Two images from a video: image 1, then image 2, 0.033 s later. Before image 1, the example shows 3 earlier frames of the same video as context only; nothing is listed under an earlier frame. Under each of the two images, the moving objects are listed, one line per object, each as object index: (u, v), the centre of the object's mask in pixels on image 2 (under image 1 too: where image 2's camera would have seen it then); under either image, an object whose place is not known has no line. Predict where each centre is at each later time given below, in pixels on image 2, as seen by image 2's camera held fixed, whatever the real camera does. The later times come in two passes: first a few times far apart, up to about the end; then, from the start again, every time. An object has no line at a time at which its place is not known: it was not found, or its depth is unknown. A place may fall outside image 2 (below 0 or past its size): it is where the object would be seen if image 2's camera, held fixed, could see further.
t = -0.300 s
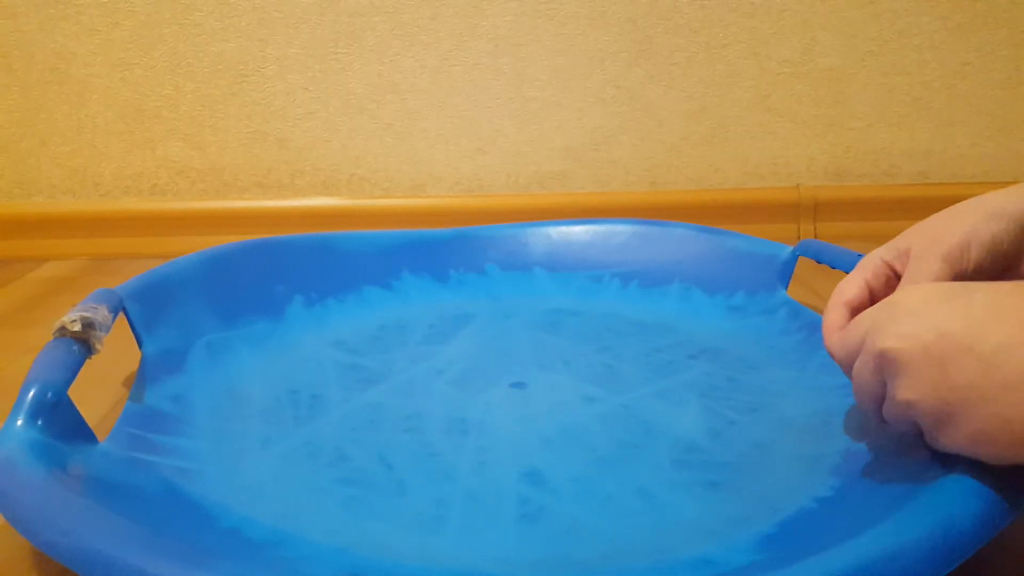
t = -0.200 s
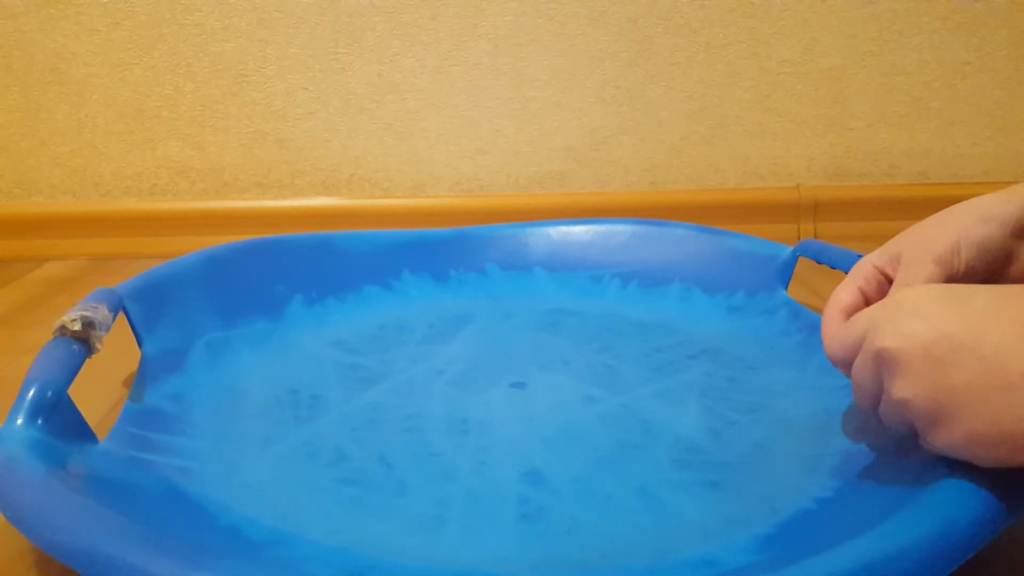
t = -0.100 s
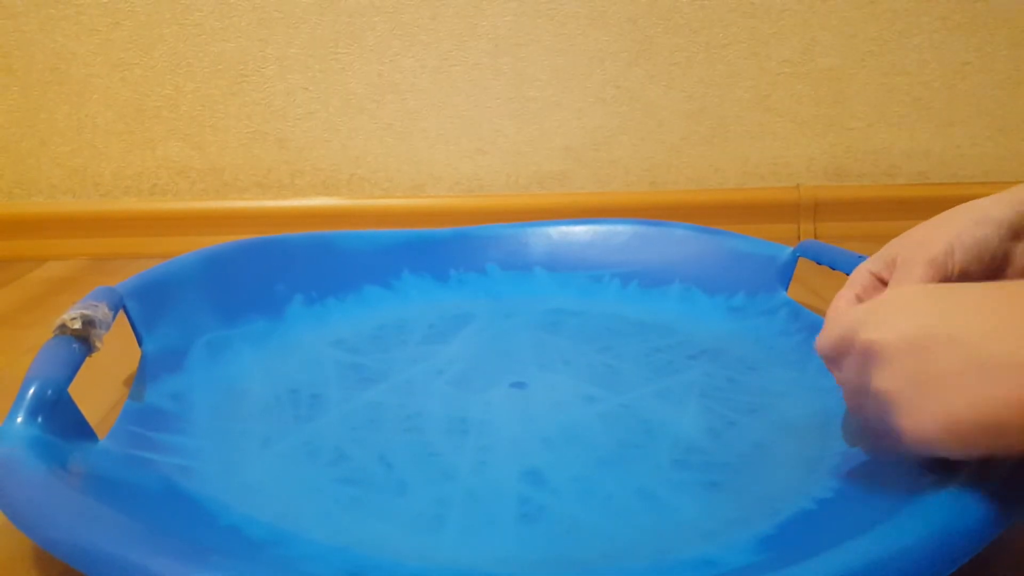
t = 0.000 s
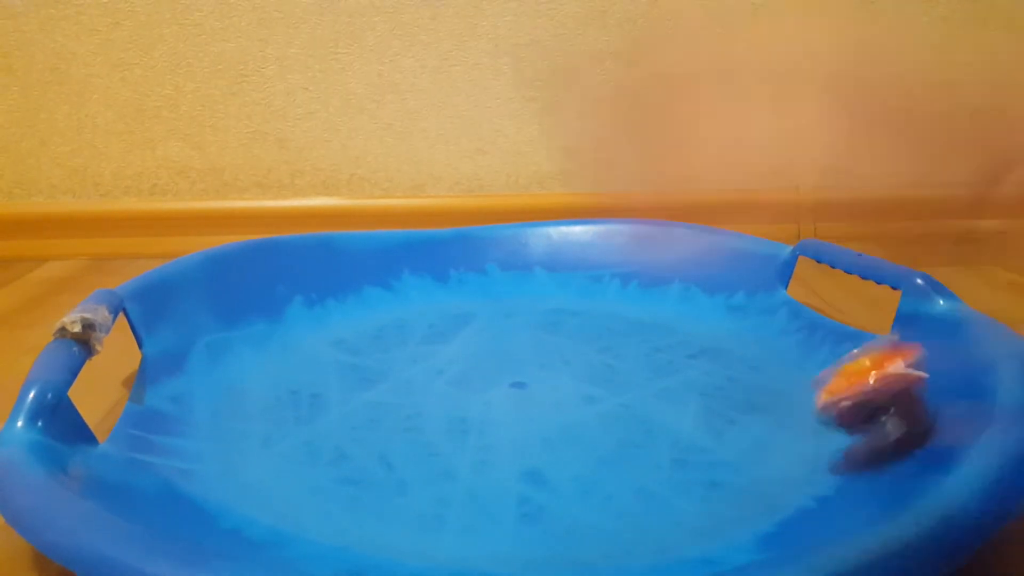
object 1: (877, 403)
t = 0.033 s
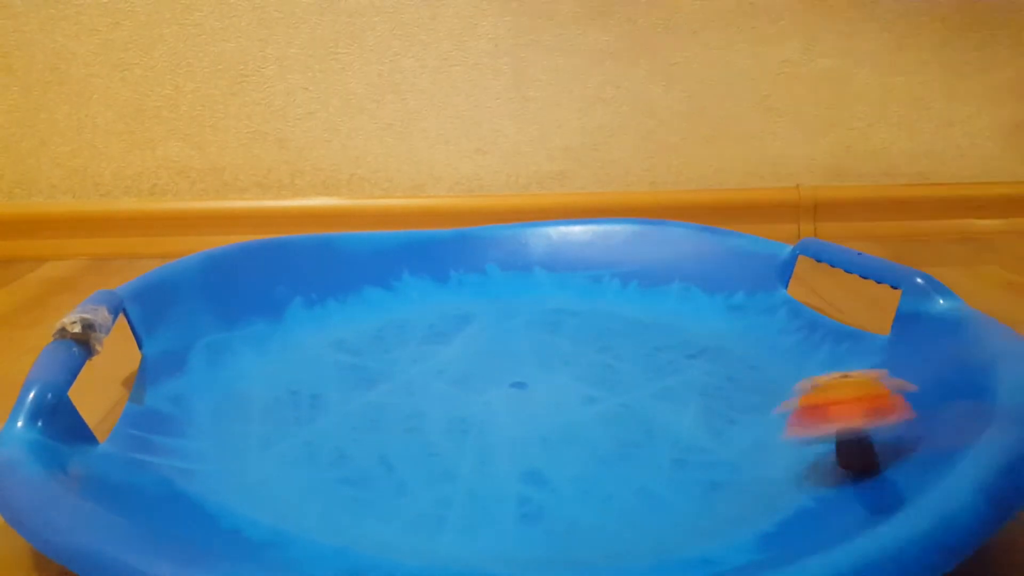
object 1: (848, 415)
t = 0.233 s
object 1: (591, 418)
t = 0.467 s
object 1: (420, 346)
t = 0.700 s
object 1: (396, 280)
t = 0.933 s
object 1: (446, 261)
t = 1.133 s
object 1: (551, 291)
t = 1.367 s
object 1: (651, 346)
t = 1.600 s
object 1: (649, 444)
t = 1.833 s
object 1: (487, 510)
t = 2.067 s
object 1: (363, 443)
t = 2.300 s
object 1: (376, 353)
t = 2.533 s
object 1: (470, 298)
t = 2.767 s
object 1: (593, 277)
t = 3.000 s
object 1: (666, 289)
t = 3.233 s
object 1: (666, 335)
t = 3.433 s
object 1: (568, 374)
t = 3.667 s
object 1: (400, 377)
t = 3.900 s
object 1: (300, 337)
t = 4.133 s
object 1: (324, 300)
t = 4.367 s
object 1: (446, 297)
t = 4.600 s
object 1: (559, 314)
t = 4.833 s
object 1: (619, 359)
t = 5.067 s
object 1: (573, 417)
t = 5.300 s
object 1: (422, 449)
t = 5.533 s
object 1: (294, 416)
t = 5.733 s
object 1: (284, 370)
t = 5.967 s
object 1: (365, 330)
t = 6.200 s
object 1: (477, 320)
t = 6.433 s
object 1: (574, 339)
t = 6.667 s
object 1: (616, 382)
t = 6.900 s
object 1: (562, 428)
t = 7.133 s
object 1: (439, 436)
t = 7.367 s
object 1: (369, 397)
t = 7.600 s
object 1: (403, 354)
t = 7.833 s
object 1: (488, 333)
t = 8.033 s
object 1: (565, 338)
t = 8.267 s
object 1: (622, 365)
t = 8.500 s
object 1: (599, 399)
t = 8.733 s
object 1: (517, 402)
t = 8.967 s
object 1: (472, 371)
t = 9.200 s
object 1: (499, 341)
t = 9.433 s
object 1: (566, 330)
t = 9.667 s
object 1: (629, 341)
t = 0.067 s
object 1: (808, 417)
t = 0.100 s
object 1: (764, 424)
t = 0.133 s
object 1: (717, 423)
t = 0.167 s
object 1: (676, 436)
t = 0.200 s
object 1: (630, 426)
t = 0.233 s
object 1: (591, 418)
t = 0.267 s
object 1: (555, 409)
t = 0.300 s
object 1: (523, 399)
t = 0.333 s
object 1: (495, 389)
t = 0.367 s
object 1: (472, 378)
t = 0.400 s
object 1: (451, 367)
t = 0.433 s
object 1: (434, 356)
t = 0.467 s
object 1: (420, 346)
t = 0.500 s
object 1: (409, 335)
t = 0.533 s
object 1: (401, 325)
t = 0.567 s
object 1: (395, 315)
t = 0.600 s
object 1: (393, 306)
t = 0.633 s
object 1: (392, 297)
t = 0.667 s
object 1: (393, 289)
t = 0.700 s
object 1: (396, 280)
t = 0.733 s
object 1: (399, 271)
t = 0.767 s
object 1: (403, 263)
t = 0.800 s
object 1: (408, 257)
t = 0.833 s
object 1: (415, 255)
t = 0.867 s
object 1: (423, 255)
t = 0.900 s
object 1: (433, 258)
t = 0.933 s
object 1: (446, 261)
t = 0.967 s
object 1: (460, 266)
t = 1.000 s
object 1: (476, 271)
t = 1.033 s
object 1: (493, 276)
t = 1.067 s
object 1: (513, 281)
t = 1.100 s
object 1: (532, 286)
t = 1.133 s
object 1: (551, 291)
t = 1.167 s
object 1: (568, 296)
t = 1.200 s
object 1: (586, 303)
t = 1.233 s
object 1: (601, 310)
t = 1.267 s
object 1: (616, 318)
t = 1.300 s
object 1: (629, 326)
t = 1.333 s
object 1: (641, 336)
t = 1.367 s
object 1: (651, 346)
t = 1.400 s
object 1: (659, 358)
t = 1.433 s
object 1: (665, 369)
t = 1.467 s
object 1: (669, 382)
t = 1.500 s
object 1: (669, 397)
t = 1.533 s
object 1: (666, 412)
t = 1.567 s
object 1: (659, 426)
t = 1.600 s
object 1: (649, 444)
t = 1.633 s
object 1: (633, 462)
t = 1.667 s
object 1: (615, 474)
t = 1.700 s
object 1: (593, 488)
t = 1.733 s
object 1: (566, 506)
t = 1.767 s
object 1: (541, 507)
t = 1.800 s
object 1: (513, 509)
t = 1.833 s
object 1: (487, 510)
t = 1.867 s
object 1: (463, 508)
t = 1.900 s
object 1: (441, 505)
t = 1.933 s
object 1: (421, 499)
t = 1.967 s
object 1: (404, 490)
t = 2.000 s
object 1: (389, 476)
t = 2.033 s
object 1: (375, 459)
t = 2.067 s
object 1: (363, 443)
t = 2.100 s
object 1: (355, 428)
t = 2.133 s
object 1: (353, 413)
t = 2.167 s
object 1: (352, 399)
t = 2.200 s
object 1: (354, 385)
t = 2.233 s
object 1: (360, 375)
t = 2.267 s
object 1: (367, 364)
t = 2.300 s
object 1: (376, 353)
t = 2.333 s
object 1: (386, 344)
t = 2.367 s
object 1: (398, 335)
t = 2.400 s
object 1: (411, 326)
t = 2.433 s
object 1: (424, 319)
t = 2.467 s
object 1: (439, 310)
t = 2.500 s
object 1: (455, 304)
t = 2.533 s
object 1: (470, 298)
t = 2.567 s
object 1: (486, 294)
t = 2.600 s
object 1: (504, 290)
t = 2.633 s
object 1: (521, 286)
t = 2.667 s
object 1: (540, 283)
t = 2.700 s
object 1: (557, 281)
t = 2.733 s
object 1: (577, 279)
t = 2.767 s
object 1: (593, 277)
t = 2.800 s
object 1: (610, 275)
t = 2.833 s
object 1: (622, 274)
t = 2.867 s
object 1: (634, 273)
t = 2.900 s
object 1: (644, 274)
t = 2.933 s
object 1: (652, 276)
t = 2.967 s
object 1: (660, 284)
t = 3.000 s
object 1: (666, 289)
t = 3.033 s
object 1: (673, 293)
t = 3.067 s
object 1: (677, 300)
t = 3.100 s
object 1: (681, 306)
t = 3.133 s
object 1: (681, 313)
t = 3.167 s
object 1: (678, 321)
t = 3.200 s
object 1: (674, 328)
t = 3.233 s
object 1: (666, 335)
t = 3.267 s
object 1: (657, 342)
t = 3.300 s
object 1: (643, 351)
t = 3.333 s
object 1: (628, 356)
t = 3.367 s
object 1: (611, 362)
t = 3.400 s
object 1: (589, 370)
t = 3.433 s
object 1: (568, 374)
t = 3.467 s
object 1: (544, 377)
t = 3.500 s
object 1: (522, 379)
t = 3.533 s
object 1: (496, 381)
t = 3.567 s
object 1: (473, 381)
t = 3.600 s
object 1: (447, 381)
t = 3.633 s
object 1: (421, 378)
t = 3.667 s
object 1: (400, 377)
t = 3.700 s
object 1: (378, 373)
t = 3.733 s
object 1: (359, 369)
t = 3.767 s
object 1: (342, 363)
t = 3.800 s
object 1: (327, 357)
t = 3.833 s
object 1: (315, 351)
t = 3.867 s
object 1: (306, 344)
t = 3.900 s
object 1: (300, 337)
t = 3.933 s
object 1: (296, 330)
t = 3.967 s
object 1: (294, 323)
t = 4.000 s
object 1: (295, 317)
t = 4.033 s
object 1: (299, 311)
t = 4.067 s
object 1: (306, 306)
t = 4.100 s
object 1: (314, 302)
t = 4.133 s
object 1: (324, 300)
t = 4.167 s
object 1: (339, 299)
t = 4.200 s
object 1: (355, 298)
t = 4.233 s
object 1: (372, 297)
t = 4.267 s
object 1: (392, 296)
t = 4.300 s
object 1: (410, 296)
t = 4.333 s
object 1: (428, 295)
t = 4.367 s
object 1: (446, 297)
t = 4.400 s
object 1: (464, 298)
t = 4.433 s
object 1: (482, 298)
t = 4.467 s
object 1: (498, 301)
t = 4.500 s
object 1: (515, 303)
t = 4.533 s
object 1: (530, 308)
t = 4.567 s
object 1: (545, 310)
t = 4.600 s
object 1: (559, 314)
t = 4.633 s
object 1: (571, 320)
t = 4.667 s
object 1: (583, 326)
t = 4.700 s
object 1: (594, 331)
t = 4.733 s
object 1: (602, 337)
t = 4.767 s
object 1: (610, 345)
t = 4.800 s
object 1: (615, 352)
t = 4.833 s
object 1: (619, 359)
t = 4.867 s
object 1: (620, 368)
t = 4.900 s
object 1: (619, 376)
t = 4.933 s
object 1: (615, 385)
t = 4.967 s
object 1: (609, 394)
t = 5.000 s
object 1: (599, 402)
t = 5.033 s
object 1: (588, 410)
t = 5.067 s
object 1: (573, 417)
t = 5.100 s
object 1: (557, 426)
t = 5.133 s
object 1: (536, 434)
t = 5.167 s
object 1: (515, 439)
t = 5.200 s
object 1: (492, 445)
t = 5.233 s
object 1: (470, 447)
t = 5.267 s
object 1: (444, 449)
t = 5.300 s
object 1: (422, 449)
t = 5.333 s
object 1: (397, 447)
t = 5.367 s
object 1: (375, 444)
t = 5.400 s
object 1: (354, 442)
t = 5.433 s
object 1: (335, 435)
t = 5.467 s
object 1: (319, 429)
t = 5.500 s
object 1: (305, 422)
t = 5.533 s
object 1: (294, 416)
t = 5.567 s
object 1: (286, 408)
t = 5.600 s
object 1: (281, 400)
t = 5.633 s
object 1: (277, 392)
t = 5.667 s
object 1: (277, 384)
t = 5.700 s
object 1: (280, 377)
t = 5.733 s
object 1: (284, 370)
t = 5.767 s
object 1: (291, 362)
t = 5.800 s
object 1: (299, 357)
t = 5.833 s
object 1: (309, 350)
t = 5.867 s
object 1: (322, 344)
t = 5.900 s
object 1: (335, 339)
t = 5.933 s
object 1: (349, 334)
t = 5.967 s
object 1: (365, 330)
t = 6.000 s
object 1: (379, 327)
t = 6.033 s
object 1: (396, 324)
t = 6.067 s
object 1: (413, 323)
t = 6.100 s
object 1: (429, 321)
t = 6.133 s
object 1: (446, 320)
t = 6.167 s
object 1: (462, 319)
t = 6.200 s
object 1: (477, 320)
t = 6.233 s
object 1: (492, 321)
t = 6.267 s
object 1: (508, 323)
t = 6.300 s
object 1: (522, 325)
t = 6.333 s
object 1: (537, 327)
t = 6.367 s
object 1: (550, 331)
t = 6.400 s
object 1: (562, 334)
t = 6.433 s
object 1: (574, 339)
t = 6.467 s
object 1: (584, 344)
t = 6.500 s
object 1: (593, 349)
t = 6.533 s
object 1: (601, 355)
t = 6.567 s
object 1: (608, 361)
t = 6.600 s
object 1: (613, 368)
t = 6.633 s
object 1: (616, 374)
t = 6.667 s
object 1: (616, 382)
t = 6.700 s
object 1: (616, 390)
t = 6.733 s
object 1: (612, 397)
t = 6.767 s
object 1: (606, 403)
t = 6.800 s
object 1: (598, 411)
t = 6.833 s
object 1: (588, 417)
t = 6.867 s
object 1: (575, 423)
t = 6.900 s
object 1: (562, 428)
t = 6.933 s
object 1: (546, 432)
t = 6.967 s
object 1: (528, 436)
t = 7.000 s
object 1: (511, 438)
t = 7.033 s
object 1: (492, 440)
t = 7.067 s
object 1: (474, 439)
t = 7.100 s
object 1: (456, 438)
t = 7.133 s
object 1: (439, 436)
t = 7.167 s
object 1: (423, 432)
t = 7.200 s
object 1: (408, 428)
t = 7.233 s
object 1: (396, 421)
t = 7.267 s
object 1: (385, 416)
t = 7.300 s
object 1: (377, 410)
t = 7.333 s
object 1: (372, 404)
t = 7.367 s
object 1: (369, 397)
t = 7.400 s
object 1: (368, 390)
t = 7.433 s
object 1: (369, 382)
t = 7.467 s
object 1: (372, 376)
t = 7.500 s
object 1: (378, 371)
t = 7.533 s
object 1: (385, 365)
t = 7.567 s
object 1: (393, 359)
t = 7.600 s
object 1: (403, 354)
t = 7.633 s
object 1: (413, 349)
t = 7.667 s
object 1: (425, 346)
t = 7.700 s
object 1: (437, 341)
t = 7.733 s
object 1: (449, 338)
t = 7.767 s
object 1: (462, 335)
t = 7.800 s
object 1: (475, 334)
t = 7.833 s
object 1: (488, 333)
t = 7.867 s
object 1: (502, 333)
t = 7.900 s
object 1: (516, 332)
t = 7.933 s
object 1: (528, 333)
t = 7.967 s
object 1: (542, 334)
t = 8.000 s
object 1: (554, 336)
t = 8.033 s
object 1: (565, 338)
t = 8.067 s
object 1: (577, 341)
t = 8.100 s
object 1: (587, 344)
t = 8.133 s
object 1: (597, 348)
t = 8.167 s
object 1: (606, 351)
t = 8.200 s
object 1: (613, 355)
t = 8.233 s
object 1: (618, 360)
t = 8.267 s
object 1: (622, 365)
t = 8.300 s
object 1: (625, 370)
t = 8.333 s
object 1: (625, 376)
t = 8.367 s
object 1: (623, 381)
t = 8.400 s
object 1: (620, 386)
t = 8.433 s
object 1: (615, 390)
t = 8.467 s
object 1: (607, 395)
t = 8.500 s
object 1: (599, 399)
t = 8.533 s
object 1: (589, 402)
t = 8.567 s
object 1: (577, 404)
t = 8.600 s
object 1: (565, 405)
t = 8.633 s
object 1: (553, 406)
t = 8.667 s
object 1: (540, 406)
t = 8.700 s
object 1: (528, 404)
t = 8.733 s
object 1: (517, 402)
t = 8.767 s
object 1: (506, 399)
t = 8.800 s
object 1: (497, 395)
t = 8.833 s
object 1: (489, 392)
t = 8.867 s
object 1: (482, 387)
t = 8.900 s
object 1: (477, 382)
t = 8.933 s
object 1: (474, 377)
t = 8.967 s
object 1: (472, 371)
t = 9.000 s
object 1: (472, 366)
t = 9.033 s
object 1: (473, 362)
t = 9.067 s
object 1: (476, 357)
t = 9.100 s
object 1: (481, 352)
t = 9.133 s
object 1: (486, 348)
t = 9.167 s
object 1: (492, 344)
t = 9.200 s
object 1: (499, 341)
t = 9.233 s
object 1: (508, 337)
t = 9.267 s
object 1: (516, 335)
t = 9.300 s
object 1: (525, 333)
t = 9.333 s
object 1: (536, 331)
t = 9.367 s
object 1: (545, 330)
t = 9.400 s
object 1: (555, 330)
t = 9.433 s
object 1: (566, 330)
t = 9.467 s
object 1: (576, 330)
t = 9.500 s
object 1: (587, 332)
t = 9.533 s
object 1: (597, 332)
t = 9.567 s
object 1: (606, 334)
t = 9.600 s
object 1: (615, 336)
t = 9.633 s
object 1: (622, 338)
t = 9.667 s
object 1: (629, 341)
